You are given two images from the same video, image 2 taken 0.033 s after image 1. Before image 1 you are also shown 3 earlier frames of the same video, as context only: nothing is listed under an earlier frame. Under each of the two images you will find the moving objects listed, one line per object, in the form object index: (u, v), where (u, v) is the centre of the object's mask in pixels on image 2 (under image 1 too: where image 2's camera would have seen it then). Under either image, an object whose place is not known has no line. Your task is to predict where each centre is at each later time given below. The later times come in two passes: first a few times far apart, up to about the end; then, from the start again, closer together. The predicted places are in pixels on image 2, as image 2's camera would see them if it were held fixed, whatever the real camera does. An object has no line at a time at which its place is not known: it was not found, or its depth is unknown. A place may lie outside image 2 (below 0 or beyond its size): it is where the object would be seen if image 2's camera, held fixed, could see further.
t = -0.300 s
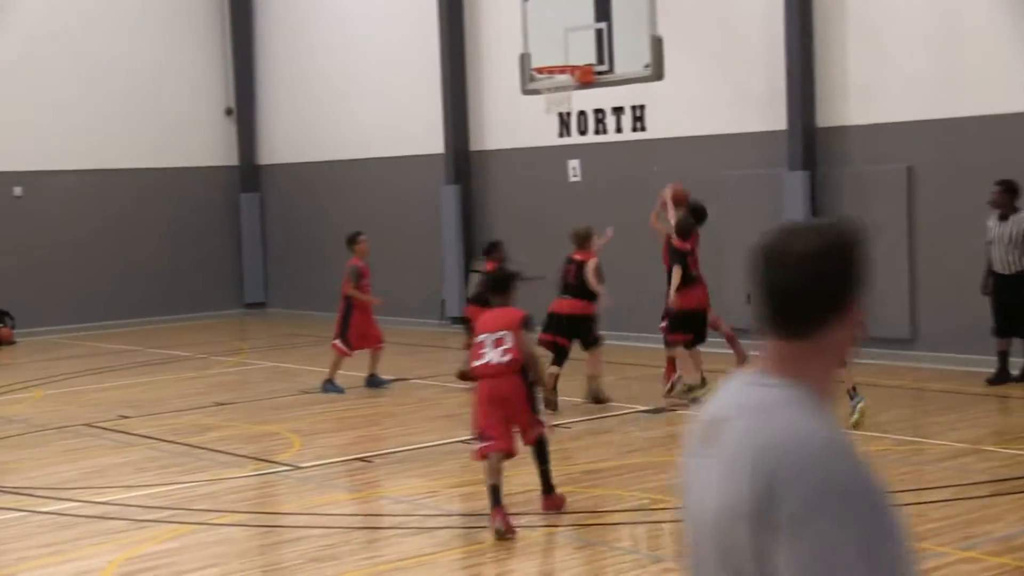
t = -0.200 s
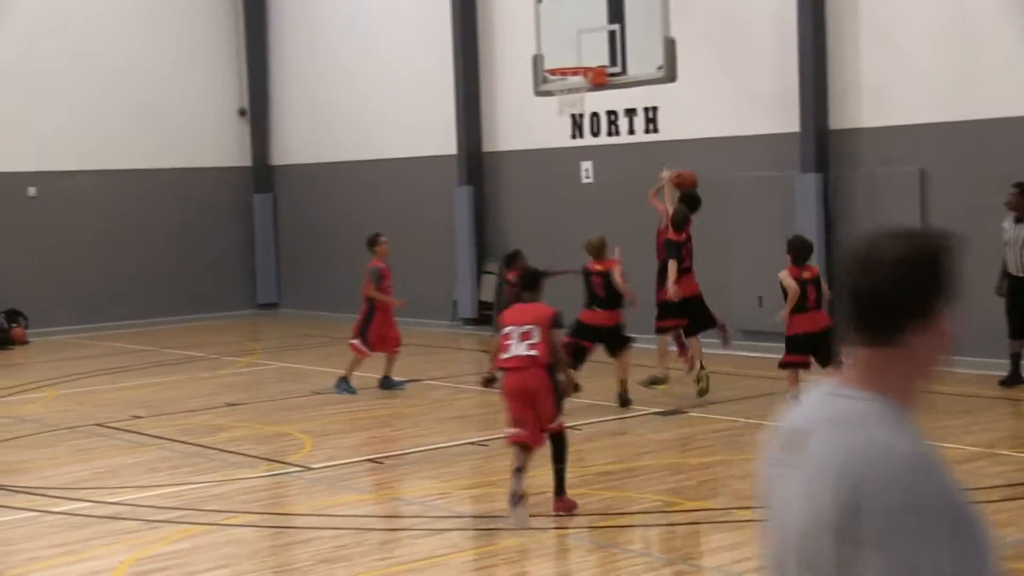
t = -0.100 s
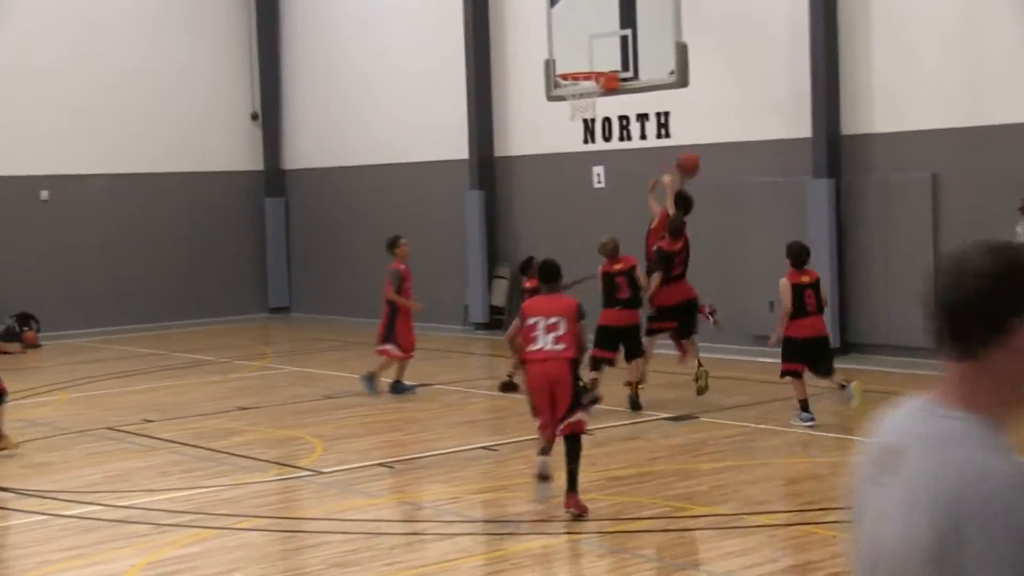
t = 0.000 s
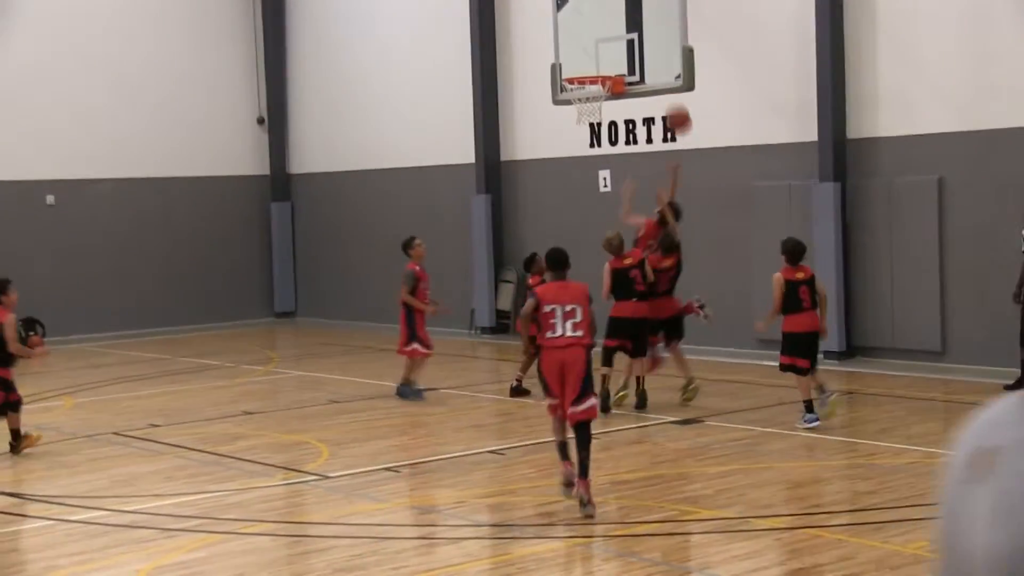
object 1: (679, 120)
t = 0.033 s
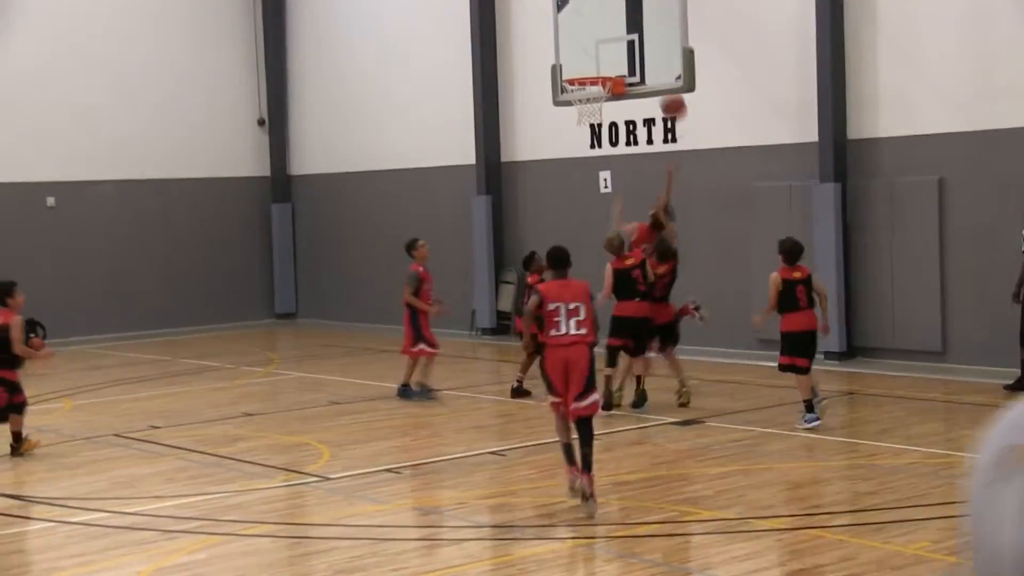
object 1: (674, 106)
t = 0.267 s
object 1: (635, 38)
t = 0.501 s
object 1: (600, 29)
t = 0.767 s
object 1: (579, 68)
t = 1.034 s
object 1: (577, 69)
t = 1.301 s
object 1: (595, 75)
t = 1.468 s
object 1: (603, 108)
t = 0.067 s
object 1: (667, 90)
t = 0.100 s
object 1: (661, 79)
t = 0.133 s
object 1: (657, 69)
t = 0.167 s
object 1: (651, 61)
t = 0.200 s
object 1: (646, 52)
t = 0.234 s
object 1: (640, 45)
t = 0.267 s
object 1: (635, 38)
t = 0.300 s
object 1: (629, 34)
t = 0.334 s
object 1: (624, 30)
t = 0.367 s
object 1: (619, 28)
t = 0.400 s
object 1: (614, 27)
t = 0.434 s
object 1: (609, 26)
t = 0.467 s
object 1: (605, 27)
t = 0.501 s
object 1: (600, 29)
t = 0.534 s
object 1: (595, 33)
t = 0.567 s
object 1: (591, 37)
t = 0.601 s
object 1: (586, 42)
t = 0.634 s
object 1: (581, 49)
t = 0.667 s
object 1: (577, 57)
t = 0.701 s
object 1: (573, 65)
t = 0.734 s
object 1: (573, 69)
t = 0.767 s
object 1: (579, 68)
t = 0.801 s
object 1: (585, 68)
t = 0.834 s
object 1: (592, 69)
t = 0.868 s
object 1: (598, 70)
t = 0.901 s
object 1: (597, 69)
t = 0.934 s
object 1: (592, 68)
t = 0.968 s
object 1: (587, 68)
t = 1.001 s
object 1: (582, 68)
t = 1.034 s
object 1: (577, 69)
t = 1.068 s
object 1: (576, 70)
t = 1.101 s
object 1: (578, 68)
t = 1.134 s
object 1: (581, 68)
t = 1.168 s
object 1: (584, 68)
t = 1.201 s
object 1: (587, 69)
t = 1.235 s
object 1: (589, 71)
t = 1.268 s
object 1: (592, 72)
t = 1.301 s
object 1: (595, 75)
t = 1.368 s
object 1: (601, 98)
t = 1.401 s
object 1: (602, 103)
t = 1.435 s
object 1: (603, 105)
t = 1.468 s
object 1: (603, 108)
